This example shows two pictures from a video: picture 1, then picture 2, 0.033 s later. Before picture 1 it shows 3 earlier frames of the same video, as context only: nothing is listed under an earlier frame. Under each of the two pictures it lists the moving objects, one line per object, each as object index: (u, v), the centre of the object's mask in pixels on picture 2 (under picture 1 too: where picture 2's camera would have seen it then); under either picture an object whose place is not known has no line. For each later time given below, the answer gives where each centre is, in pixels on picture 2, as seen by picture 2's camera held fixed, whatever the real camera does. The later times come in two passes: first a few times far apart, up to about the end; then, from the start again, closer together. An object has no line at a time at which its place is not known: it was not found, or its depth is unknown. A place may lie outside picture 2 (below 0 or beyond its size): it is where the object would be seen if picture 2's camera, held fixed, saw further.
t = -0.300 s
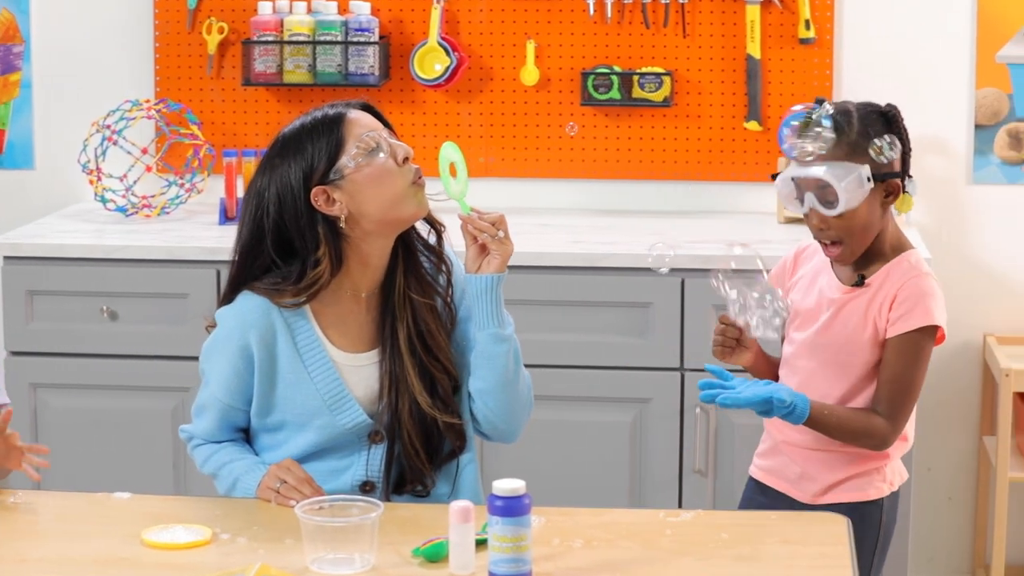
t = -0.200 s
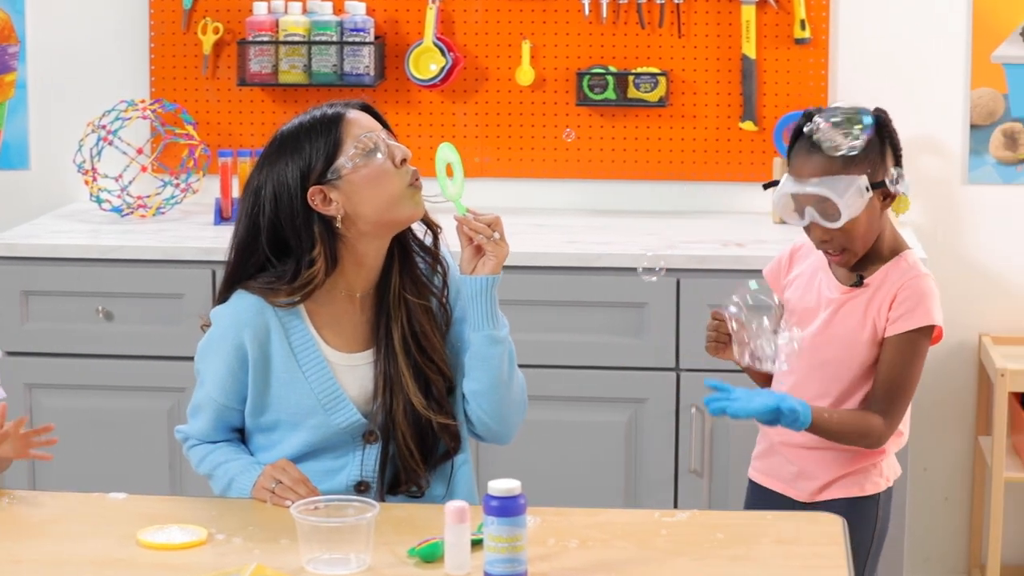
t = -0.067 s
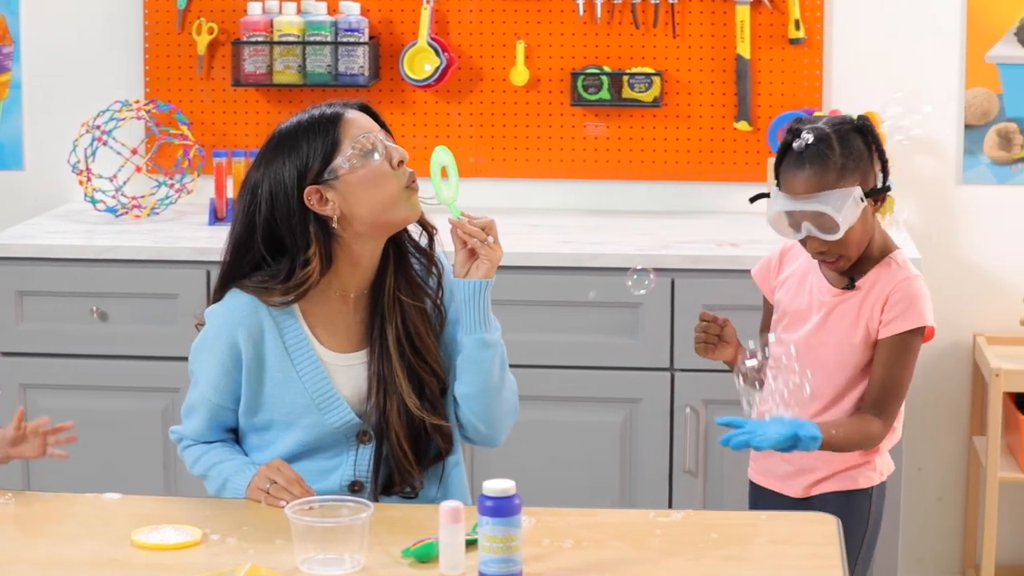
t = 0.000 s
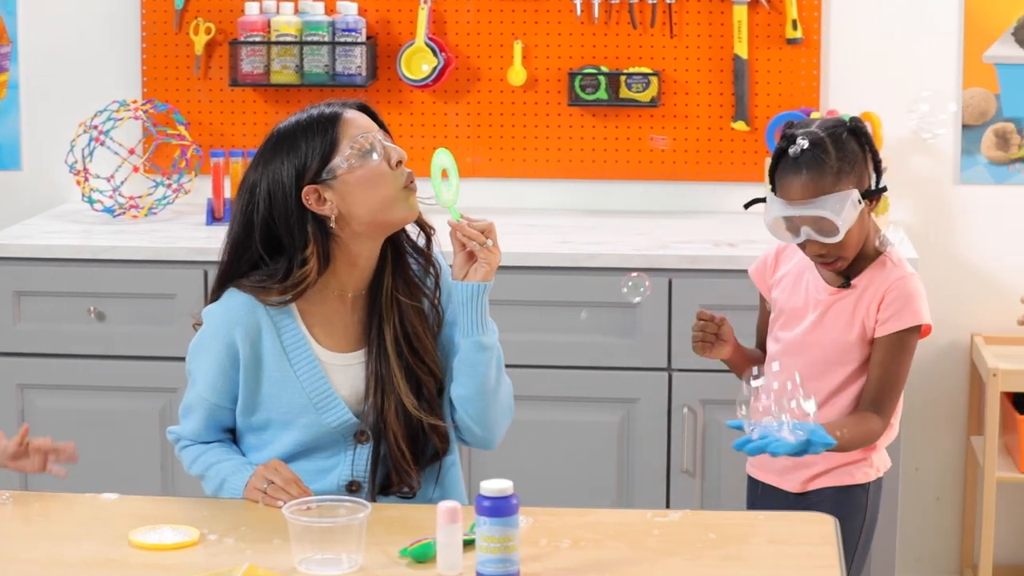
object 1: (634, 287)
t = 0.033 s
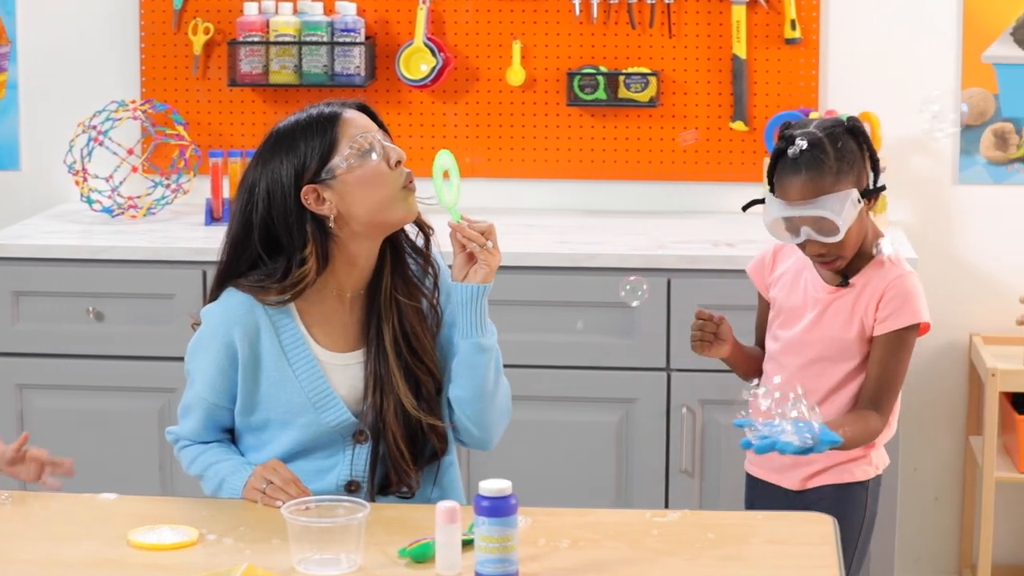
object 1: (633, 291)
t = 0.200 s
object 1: (630, 311)
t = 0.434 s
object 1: (624, 340)
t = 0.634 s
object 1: (616, 366)
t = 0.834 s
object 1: (608, 394)
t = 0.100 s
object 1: (632, 299)
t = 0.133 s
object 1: (632, 303)
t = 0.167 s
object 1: (631, 307)
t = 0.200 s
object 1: (630, 311)
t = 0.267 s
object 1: (629, 318)
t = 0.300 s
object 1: (628, 323)
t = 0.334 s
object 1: (627, 327)
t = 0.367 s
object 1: (626, 331)
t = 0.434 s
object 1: (624, 340)
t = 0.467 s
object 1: (623, 344)
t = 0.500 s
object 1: (622, 349)
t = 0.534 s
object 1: (621, 353)
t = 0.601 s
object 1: (618, 362)
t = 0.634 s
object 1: (616, 366)
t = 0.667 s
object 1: (615, 371)
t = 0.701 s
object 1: (613, 374)
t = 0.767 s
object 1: (611, 385)
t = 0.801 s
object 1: (609, 389)
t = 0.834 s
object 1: (608, 394)
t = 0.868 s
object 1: (607, 400)
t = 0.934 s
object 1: (605, 410)
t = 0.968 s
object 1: (604, 415)
